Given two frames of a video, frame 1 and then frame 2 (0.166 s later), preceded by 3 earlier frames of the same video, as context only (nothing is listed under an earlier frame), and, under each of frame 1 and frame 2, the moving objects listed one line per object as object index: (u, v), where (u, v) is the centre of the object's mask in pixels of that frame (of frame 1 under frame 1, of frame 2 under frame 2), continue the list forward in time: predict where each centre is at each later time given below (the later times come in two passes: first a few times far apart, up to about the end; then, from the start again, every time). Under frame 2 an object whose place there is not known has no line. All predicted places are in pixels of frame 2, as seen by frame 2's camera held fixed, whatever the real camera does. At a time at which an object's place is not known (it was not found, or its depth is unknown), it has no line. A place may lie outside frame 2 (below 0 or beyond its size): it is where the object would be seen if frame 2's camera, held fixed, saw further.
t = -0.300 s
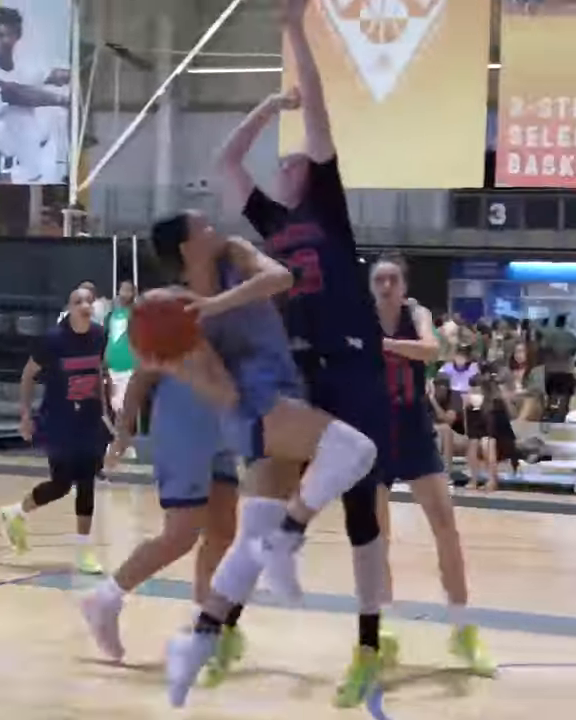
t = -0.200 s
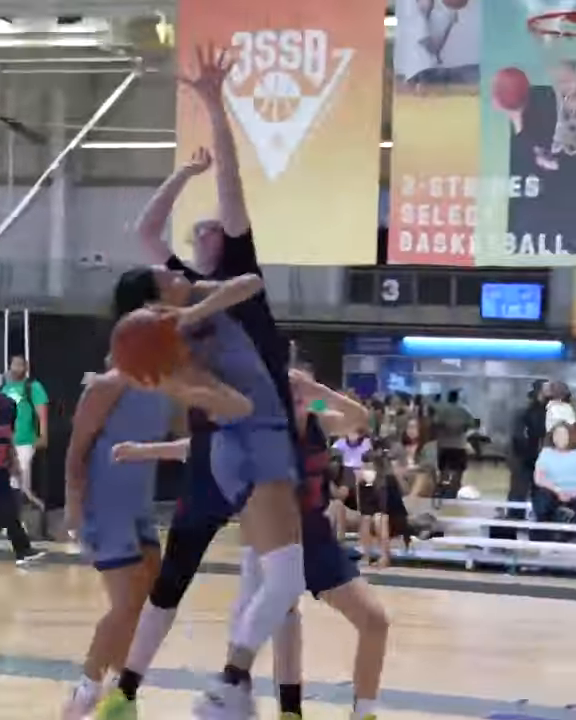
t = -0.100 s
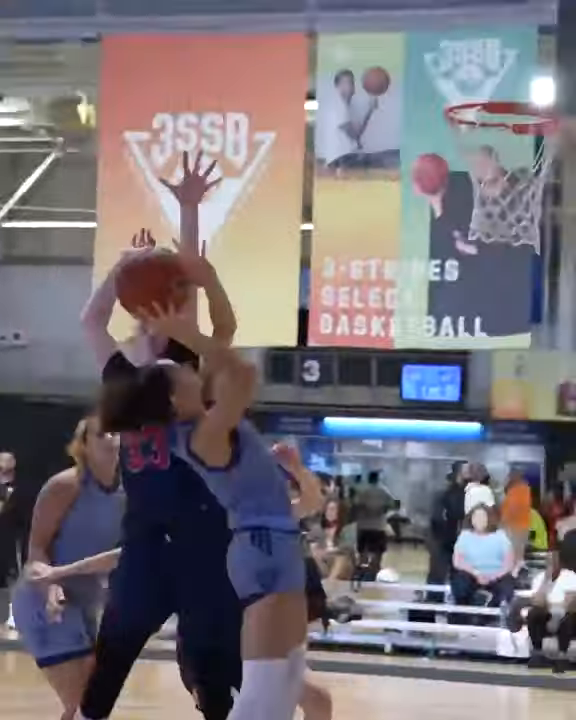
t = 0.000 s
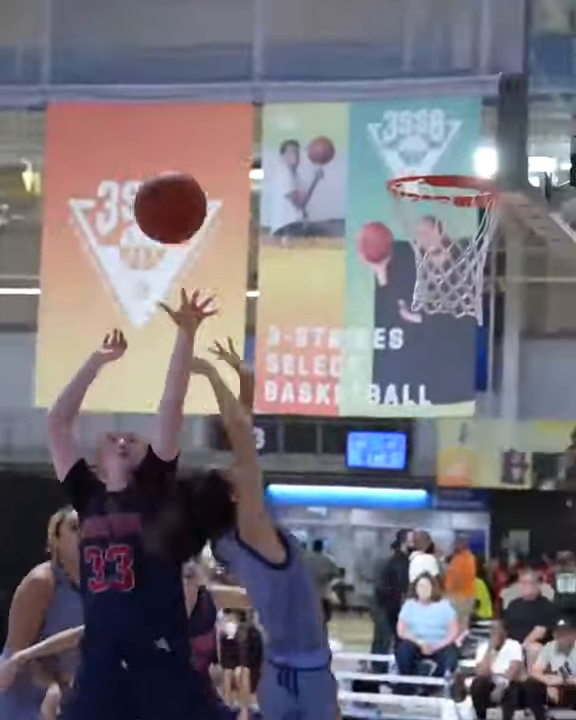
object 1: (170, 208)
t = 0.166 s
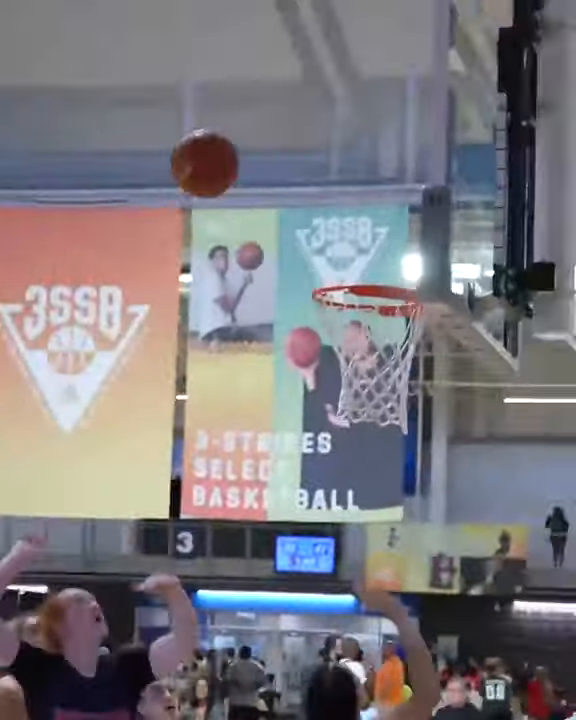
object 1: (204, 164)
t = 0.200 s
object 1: (224, 146)
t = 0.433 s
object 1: (343, 109)
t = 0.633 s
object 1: (414, 182)
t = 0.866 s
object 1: (383, 285)
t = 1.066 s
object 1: (344, 349)
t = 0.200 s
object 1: (224, 146)
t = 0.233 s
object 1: (242, 131)
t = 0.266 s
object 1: (261, 119)
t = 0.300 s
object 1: (278, 112)
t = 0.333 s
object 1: (295, 107)
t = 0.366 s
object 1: (311, 104)
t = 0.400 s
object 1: (328, 105)
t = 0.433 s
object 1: (343, 109)
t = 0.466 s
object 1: (359, 115)
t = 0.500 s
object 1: (374, 123)
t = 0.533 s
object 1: (388, 134)
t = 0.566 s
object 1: (402, 147)
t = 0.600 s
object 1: (409, 163)
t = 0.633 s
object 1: (414, 182)
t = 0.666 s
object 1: (415, 194)
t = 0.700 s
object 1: (411, 207)
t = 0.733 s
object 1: (408, 221)
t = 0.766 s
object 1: (403, 240)
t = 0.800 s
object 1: (401, 261)
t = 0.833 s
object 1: (397, 274)
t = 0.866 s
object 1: (383, 285)
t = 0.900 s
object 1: (363, 305)
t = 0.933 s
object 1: (347, 316)
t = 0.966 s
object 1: (342, 321)
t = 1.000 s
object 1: (341, 332)
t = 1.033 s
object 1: (341, 342)
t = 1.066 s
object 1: (344, 349)
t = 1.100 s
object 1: (348, 355)
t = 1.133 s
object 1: (355, 359)
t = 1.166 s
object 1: (361, 361)
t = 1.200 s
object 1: (368, 369)
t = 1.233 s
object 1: (375, 372)
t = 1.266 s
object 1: (380, 376)
